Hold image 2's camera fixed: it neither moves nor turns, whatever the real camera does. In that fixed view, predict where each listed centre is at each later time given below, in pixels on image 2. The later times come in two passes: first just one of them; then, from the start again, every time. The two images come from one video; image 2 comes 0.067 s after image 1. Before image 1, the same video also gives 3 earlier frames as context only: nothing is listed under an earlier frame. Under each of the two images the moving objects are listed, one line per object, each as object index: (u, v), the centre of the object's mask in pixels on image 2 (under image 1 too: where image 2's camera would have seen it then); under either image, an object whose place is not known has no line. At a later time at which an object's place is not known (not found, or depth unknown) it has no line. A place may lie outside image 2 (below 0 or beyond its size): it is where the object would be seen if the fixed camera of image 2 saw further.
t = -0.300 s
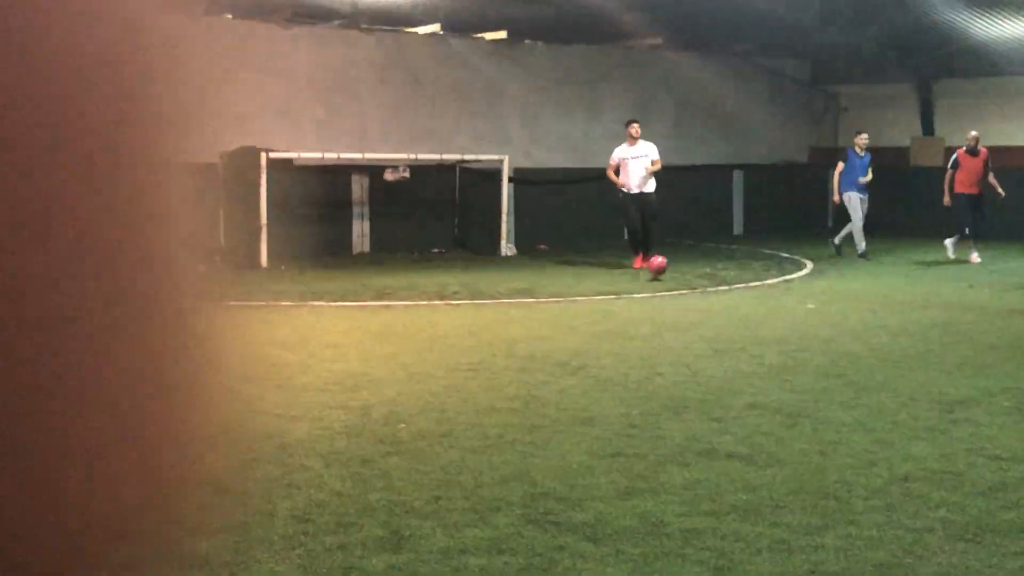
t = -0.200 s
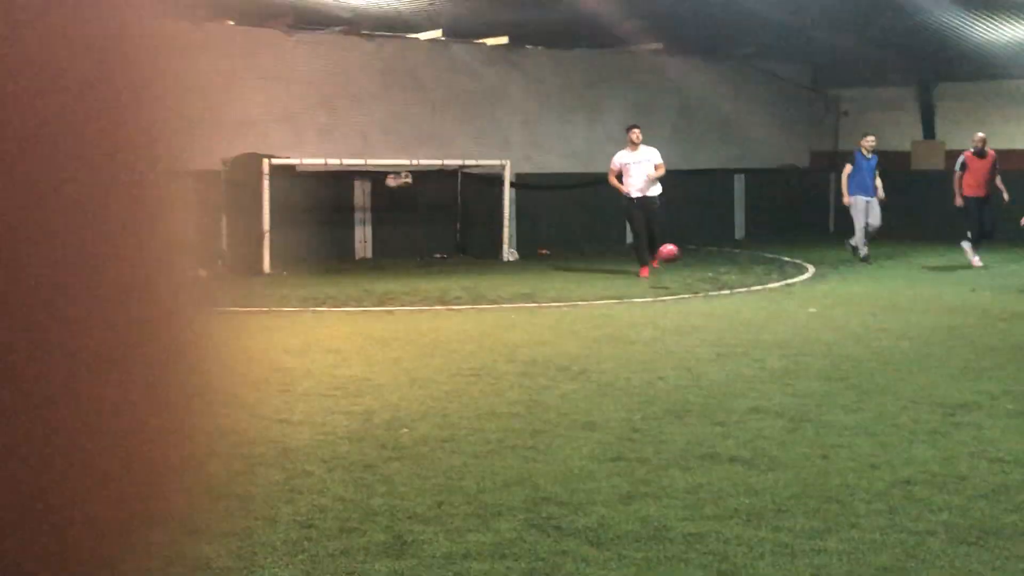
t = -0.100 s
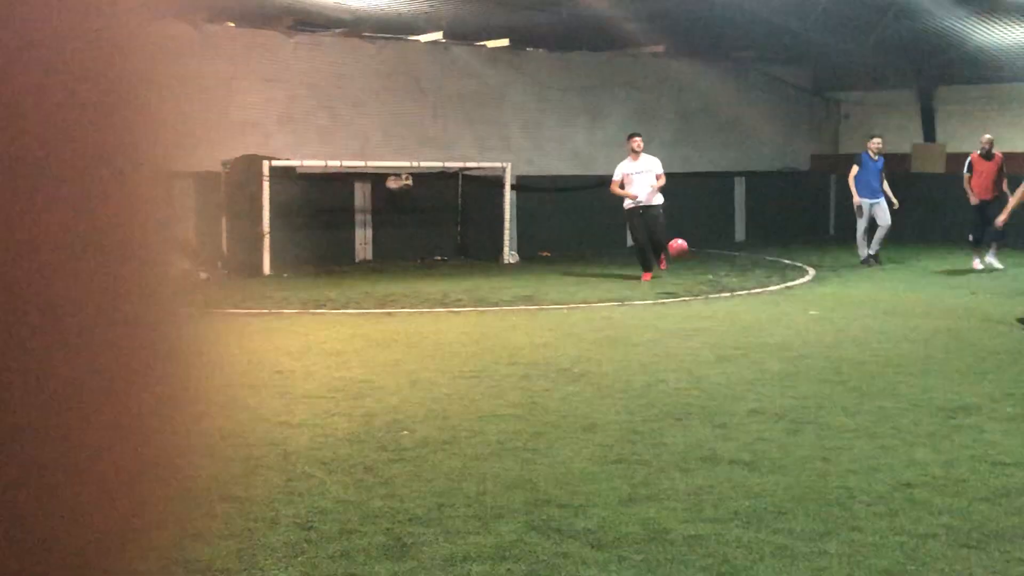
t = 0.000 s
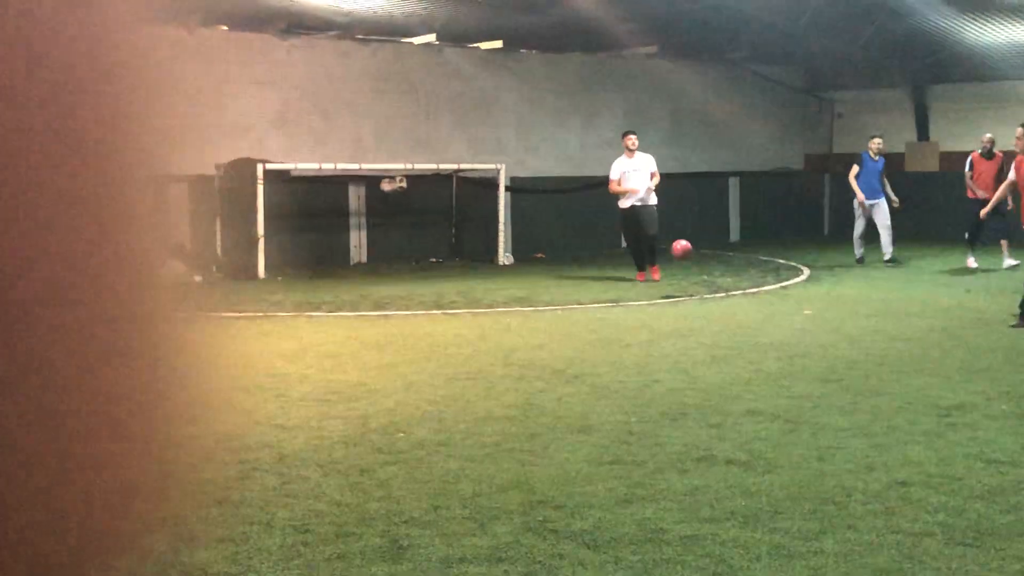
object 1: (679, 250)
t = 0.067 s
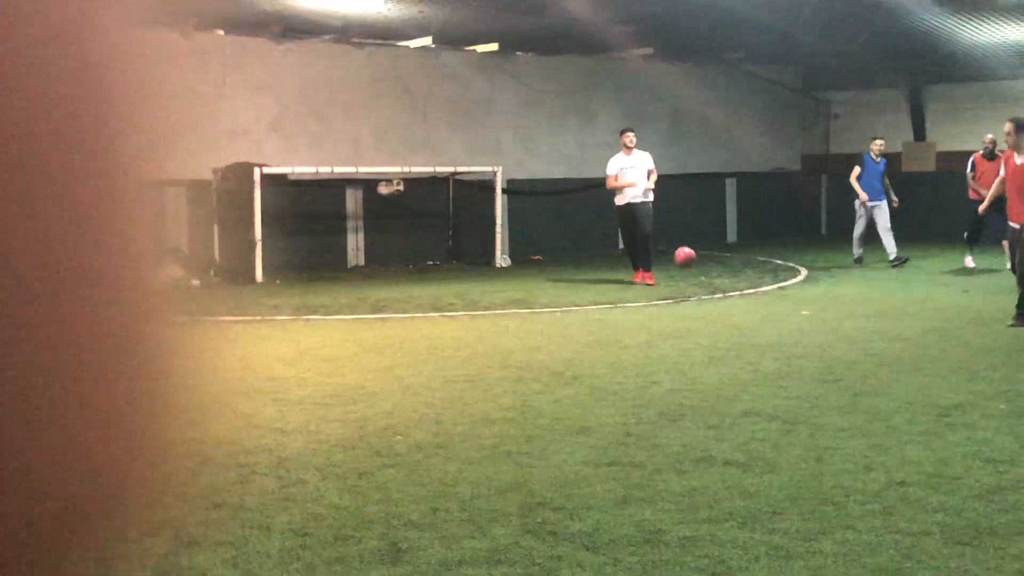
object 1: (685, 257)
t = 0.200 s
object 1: (697, 282)
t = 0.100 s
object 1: (688, 260)
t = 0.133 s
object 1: (691, 267)
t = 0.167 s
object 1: (694, 274)
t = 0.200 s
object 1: (697, 282)
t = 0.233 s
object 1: (701, 291)
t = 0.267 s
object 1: (706, 291)
